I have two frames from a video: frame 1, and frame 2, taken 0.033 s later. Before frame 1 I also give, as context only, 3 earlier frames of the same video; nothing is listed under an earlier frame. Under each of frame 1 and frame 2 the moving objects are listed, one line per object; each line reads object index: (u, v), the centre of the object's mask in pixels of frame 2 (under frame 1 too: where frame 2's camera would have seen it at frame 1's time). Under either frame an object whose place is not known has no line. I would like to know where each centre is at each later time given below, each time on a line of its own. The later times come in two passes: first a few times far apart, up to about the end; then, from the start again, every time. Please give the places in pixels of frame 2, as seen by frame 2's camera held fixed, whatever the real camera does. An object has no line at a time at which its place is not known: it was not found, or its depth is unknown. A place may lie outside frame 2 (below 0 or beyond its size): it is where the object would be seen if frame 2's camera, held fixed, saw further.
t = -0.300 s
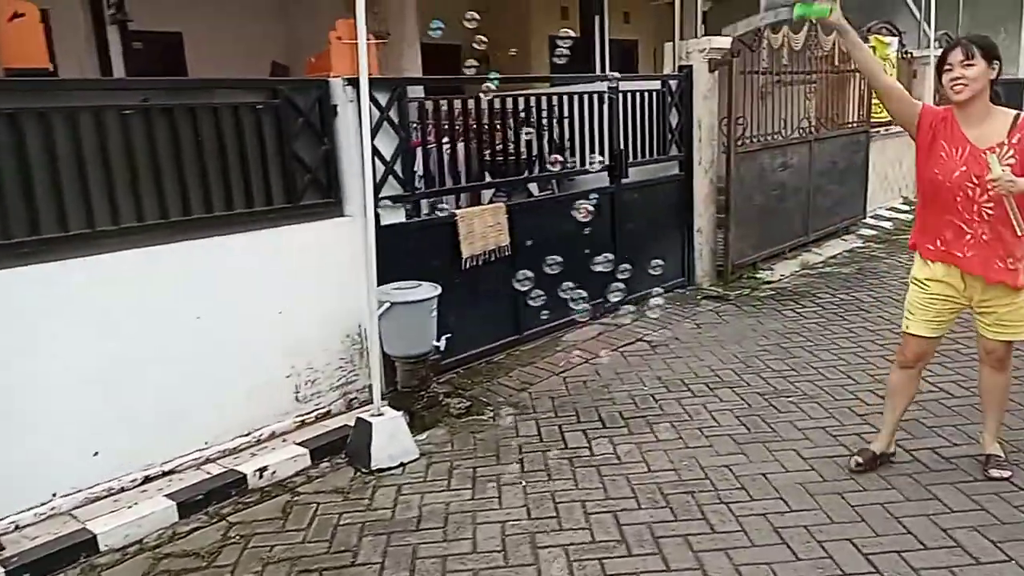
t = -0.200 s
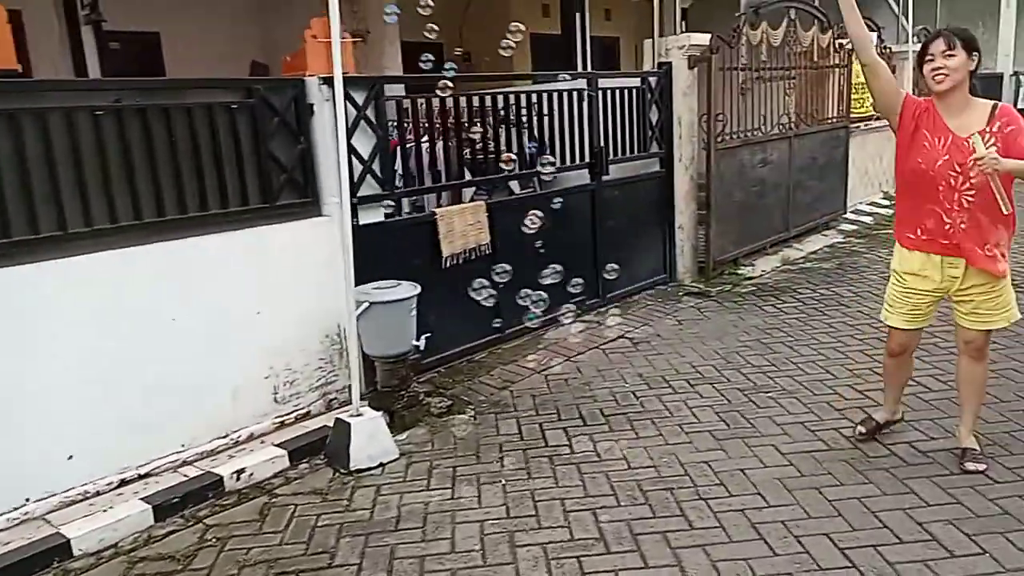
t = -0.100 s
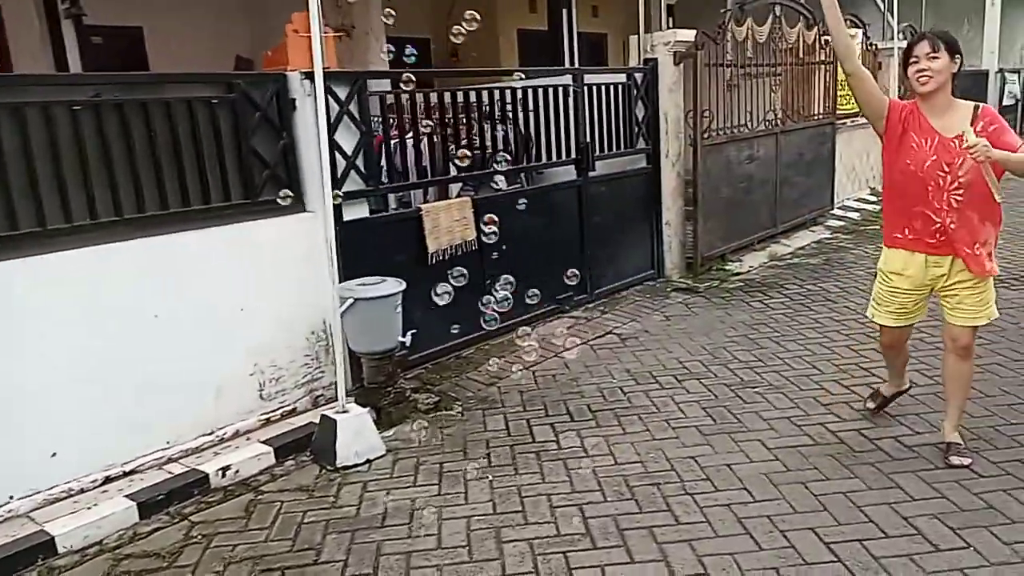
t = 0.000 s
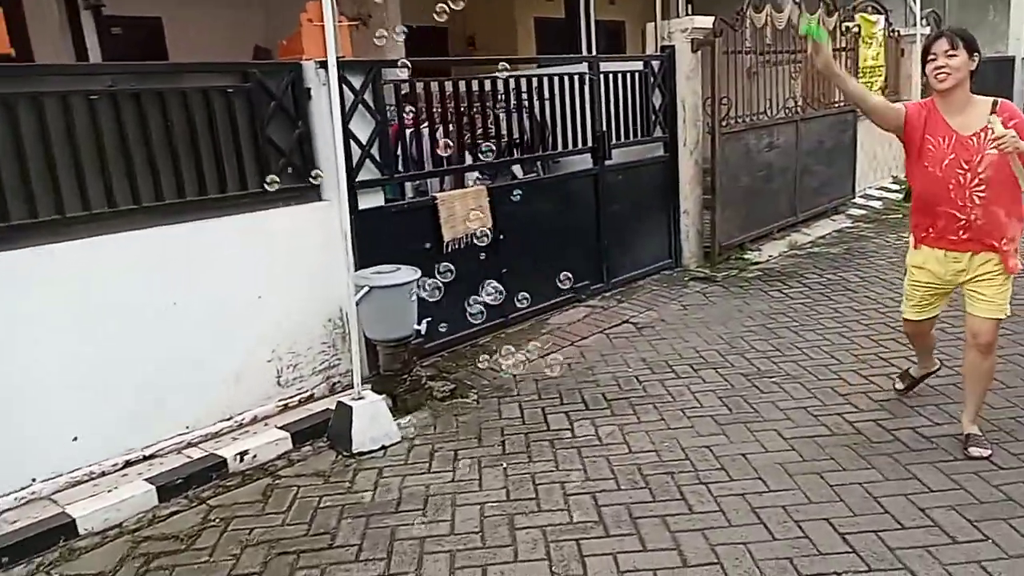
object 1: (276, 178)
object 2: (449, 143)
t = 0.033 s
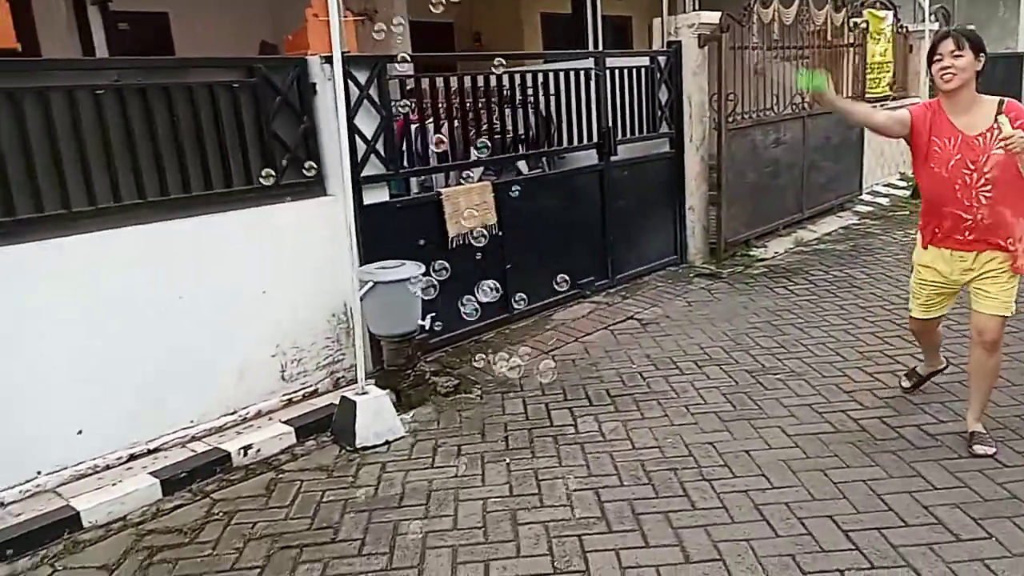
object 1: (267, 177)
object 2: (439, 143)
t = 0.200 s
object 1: (220, 171)
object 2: (378, 144)
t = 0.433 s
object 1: (161, 161)
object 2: (290, 141)
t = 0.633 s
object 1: (106, 157)
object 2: (205, 146)
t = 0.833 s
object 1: (52, 153)
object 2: (117, 150)
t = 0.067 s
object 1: (258, 176)
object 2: (426, 143)
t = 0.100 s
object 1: (248, 175)
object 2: (415, 144)
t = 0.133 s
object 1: (239, 173)
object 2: (403, 143)
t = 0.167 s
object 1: (231, 172)
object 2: (392, 143)
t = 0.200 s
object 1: (220, 171)
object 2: (378, 144)
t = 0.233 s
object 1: (211, 169)
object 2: (364, 143)
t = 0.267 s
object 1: (203, 168)
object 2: (352, 142)
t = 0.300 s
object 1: (194, 166)
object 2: (340, 141)
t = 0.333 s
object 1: (185, 165)
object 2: (327, 141)
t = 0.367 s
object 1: (177, 164)
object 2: (315, 141)
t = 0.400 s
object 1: (169, 163)
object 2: (302, 142)
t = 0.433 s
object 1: (161, 161)
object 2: (290, 141)
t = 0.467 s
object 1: (152, 160)
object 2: (276, 142)
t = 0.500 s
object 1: (142, 160)
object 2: (262, 142)
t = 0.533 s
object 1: (134, 159)
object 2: (248, 143)
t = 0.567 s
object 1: (126, 158)
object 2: (235, 144)
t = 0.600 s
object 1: (117, 158)
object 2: (220, 145)
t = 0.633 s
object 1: (106, 157)
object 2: (205, 146)
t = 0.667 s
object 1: (97, 156)
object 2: (190, 147)
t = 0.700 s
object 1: (90, 155)
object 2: (176, 148)
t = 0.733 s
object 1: (81, 155)
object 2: (162, 148)
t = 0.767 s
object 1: (70, 154)
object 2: (146, 149)
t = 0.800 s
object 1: (61, 153)
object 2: (131, 150)
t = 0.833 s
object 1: (52, 153)
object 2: (117, 150)
